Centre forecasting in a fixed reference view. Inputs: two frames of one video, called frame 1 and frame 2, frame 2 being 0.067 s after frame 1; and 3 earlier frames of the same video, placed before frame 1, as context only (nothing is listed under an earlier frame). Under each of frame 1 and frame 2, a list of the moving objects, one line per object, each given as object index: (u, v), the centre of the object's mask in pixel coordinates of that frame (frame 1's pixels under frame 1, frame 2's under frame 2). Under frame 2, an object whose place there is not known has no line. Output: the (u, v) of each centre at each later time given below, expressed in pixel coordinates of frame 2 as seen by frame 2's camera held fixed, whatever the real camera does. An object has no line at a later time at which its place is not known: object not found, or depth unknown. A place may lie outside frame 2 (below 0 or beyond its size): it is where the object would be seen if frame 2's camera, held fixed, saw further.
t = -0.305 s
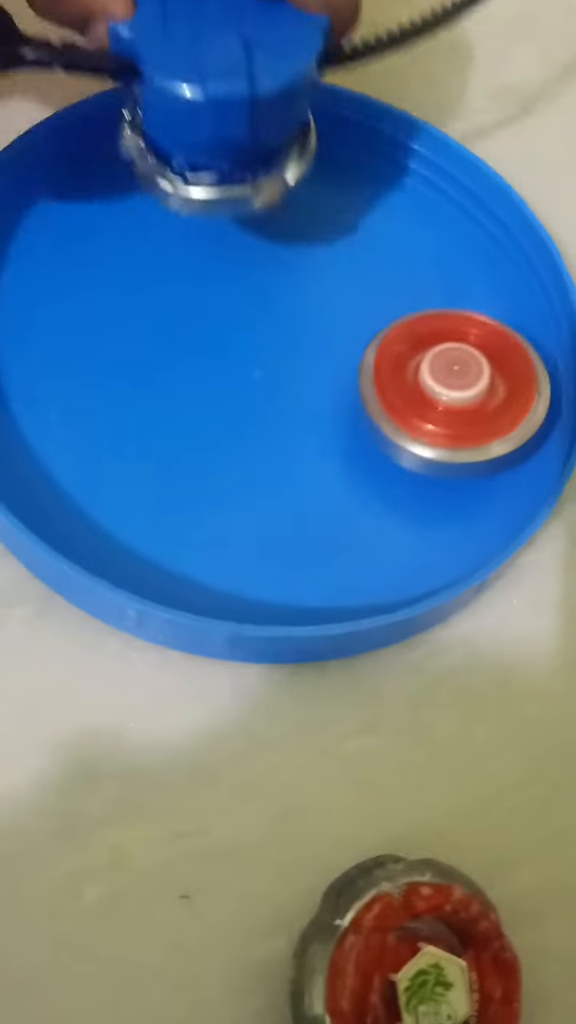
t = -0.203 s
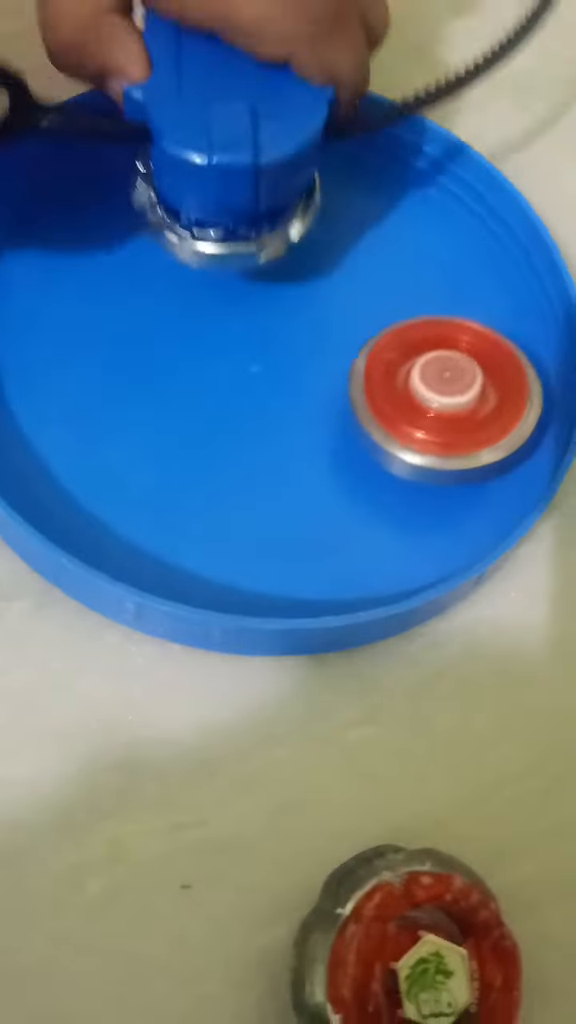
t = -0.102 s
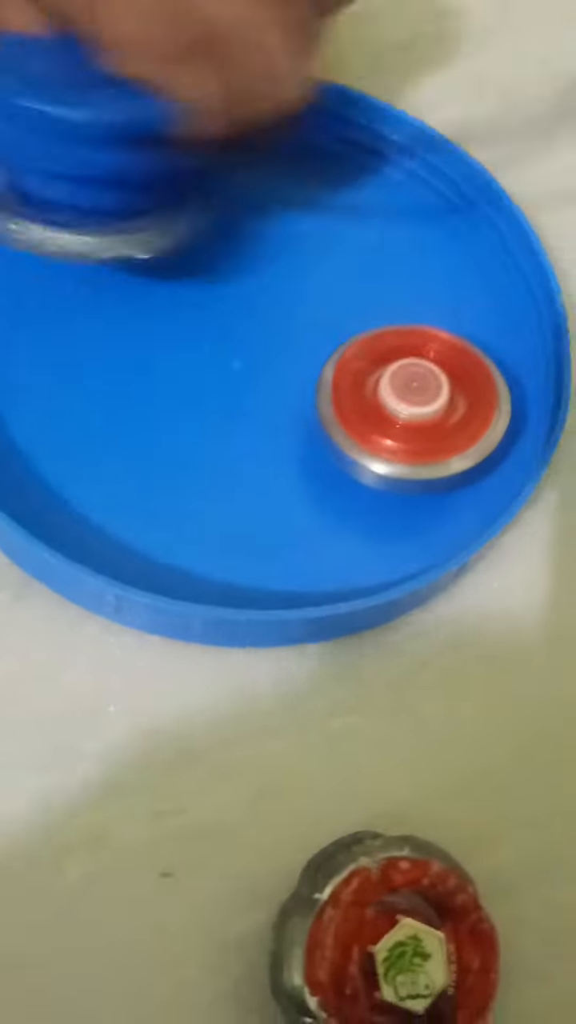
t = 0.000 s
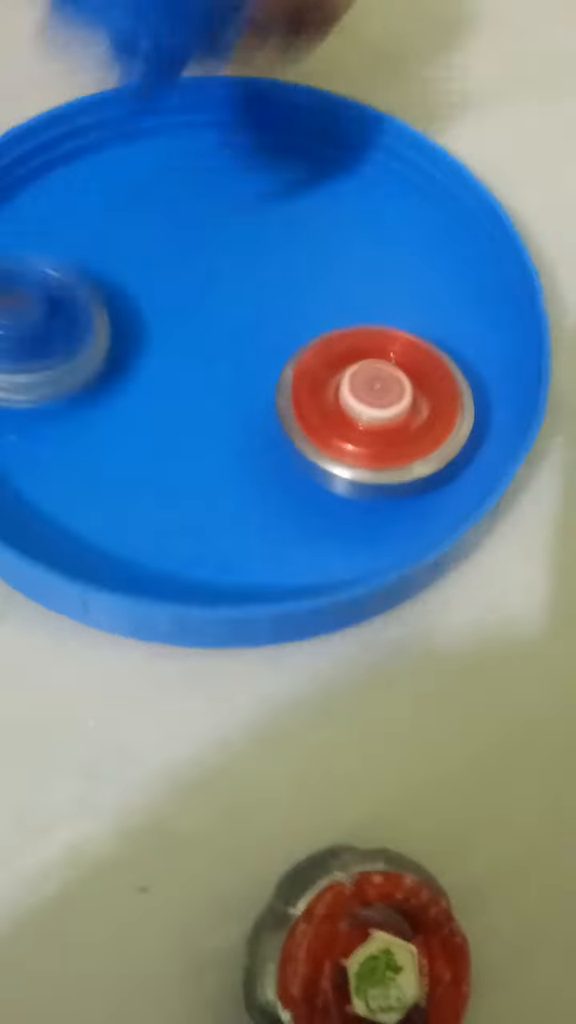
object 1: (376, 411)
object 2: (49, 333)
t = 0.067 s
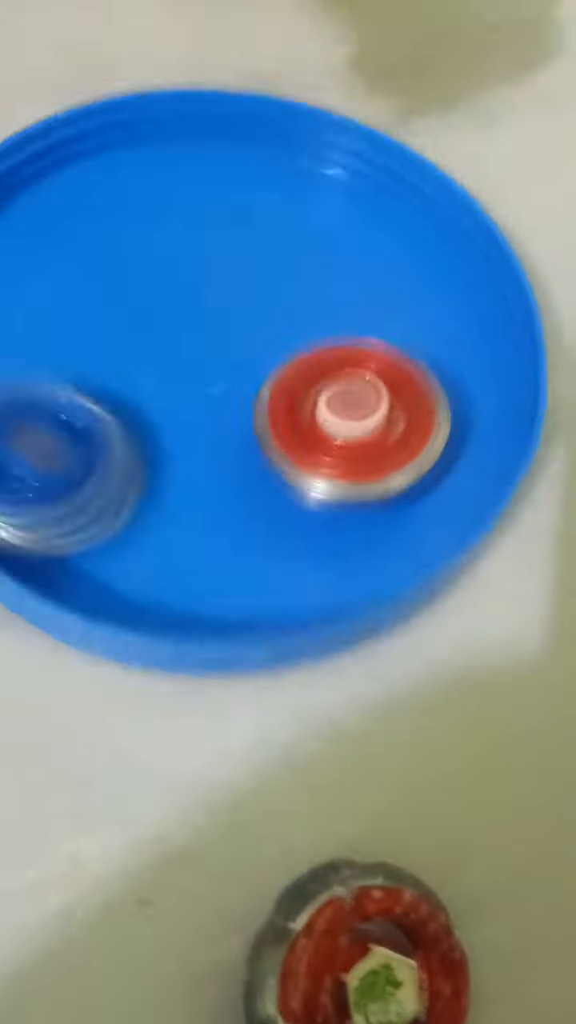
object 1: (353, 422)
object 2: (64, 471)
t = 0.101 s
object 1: (338, 426)
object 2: (91, 492)
